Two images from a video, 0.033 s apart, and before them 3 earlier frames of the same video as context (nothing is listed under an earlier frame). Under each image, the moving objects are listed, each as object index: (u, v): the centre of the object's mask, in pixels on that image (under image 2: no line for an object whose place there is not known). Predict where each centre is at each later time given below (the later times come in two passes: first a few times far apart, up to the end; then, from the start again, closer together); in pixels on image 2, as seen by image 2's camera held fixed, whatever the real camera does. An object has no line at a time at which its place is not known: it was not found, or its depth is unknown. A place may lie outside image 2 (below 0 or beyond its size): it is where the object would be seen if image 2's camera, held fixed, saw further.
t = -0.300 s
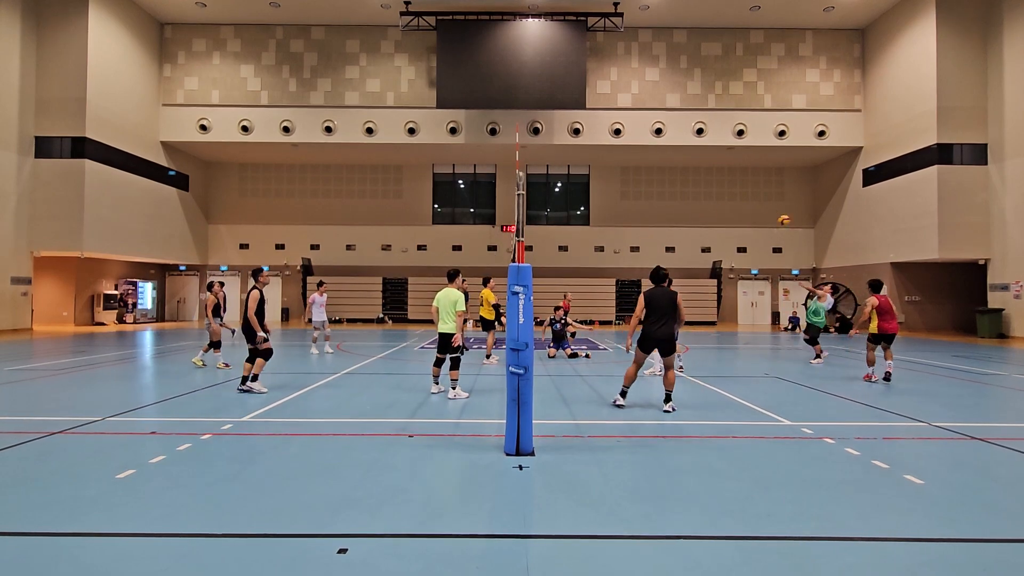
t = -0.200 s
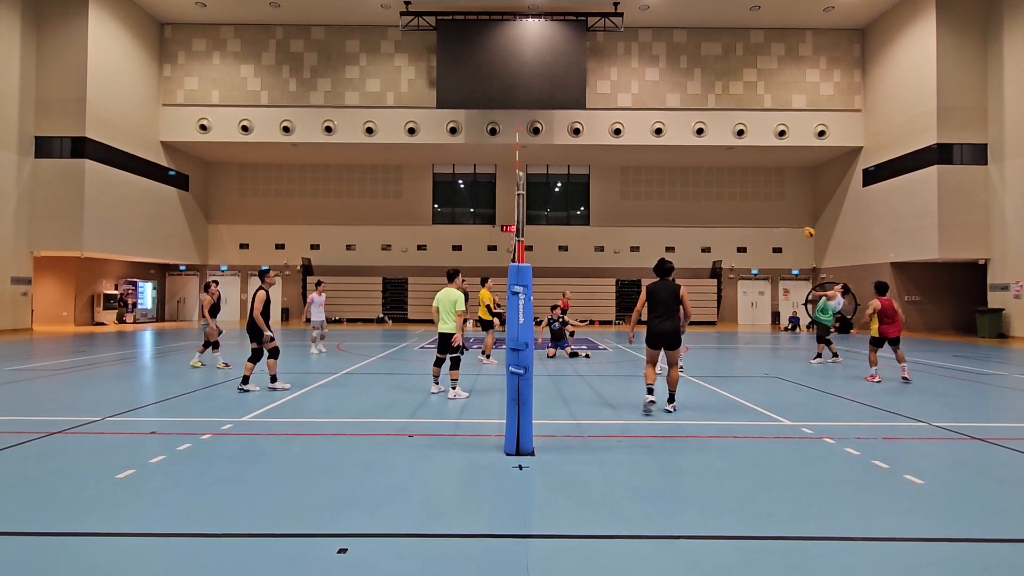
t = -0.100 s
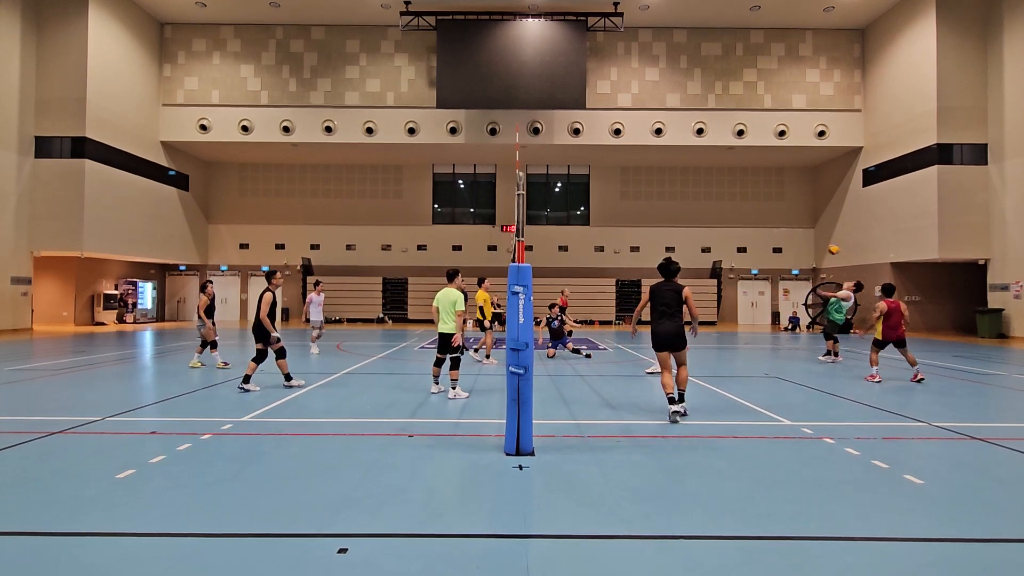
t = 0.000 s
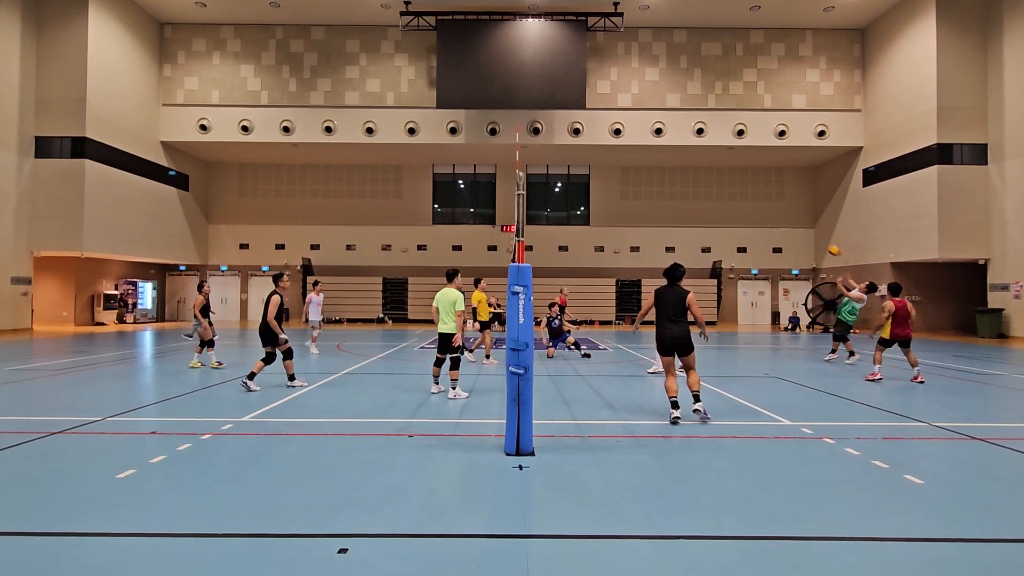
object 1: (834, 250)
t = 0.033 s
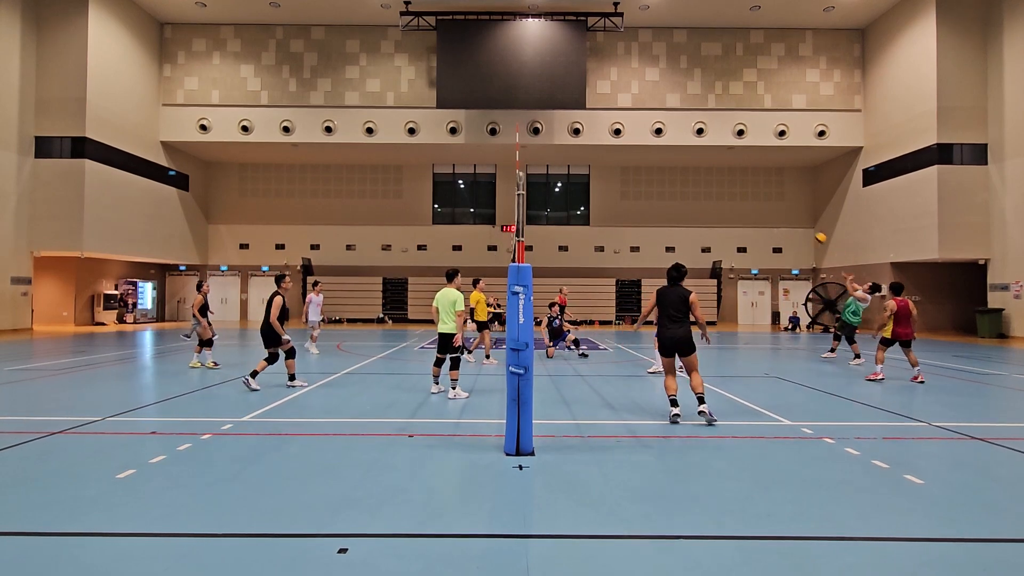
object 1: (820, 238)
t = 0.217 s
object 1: (742, 179)
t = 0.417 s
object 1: (657, 132)
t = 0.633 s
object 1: (560, 104)
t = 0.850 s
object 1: (462, 102)
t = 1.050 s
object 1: (368, 122)
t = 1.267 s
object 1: (263, 167)
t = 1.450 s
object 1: (171, 232)
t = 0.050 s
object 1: (814, 232)
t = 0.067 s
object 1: (806, 226)
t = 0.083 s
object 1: (799, 221)
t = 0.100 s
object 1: (792, 215)
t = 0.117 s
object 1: (785, 209)
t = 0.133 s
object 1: (778, 204)
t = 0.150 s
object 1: (770, 199)
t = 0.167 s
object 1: (763, 193)
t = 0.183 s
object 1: (756, 188)
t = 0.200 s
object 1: (749, 184)
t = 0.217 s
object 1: (742, 179)
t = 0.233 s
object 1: (735, 174)
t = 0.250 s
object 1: (728, 170)
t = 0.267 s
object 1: (720, 166)
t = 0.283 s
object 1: (713, 161)
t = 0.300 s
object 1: (706, 157)
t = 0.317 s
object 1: (699, 153)
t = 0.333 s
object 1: (692, 150)
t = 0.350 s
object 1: (684, 146)
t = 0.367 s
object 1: (677, 143)
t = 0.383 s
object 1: (670, 139)
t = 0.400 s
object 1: (662, 135)
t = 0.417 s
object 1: (657, 132)
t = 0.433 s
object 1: (649, 130)
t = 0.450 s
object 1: (640, 126)
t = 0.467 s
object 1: (633, 124)
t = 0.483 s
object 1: (626, 121)
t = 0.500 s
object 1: (618, 118)
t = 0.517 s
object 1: (611, 116)
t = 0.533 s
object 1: (604, 114)
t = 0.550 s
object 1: (597, 111)
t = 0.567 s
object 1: (589, 109)
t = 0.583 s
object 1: (582, 108)
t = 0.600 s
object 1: (575, 106)
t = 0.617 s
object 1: (567, 105)
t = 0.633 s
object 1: (560, 104)
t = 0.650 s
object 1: (553, 102)
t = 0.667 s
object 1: (545, 101)
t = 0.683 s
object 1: (538, 101)
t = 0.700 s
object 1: (530, 100)
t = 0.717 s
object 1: (523, 100)
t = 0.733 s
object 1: (515, 99)
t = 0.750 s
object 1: (507, 100)
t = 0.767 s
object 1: (500, 100)
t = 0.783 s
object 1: (493, 100)
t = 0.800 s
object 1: (485, 100)
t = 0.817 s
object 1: (478, 100)
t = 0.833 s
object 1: (470, 101)
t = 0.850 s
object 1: (462, 102)
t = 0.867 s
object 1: (455, 102)
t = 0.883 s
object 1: (447, 103)
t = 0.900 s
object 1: (439, 105)
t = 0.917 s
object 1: (431, 106)
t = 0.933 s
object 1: (424, 108)
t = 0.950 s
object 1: (416, 109)
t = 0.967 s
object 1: (408, 111)
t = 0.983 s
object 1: (400, 113)
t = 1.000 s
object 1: (392, 115)
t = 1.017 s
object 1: (383, 117)
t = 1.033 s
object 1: (376, 119)
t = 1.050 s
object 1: (368, 122)
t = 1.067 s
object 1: (359, 124)
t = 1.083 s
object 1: (352, 126)
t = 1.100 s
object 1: (344, 129)
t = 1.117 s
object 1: (336, 132)
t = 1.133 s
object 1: (329, 135)
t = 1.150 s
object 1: (321, 139)
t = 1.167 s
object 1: (312, 143)
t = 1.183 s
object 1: (304, 147)
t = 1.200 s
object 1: (296, 150)
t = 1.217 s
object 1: (287, 155)
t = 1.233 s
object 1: (279, 158)
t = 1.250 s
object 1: (271, 163)
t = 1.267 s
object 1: (263, 167)
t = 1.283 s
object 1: (255, 172)
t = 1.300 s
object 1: (247, 177)
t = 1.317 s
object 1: (238, 183)
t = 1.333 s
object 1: (230, 188)
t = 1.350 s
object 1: (222, 194)
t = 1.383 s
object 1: (205, 206)
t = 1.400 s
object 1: (197, 212)
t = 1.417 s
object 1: (188, 218)
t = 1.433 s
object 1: (179, 225)
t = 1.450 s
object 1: (171, 232)
